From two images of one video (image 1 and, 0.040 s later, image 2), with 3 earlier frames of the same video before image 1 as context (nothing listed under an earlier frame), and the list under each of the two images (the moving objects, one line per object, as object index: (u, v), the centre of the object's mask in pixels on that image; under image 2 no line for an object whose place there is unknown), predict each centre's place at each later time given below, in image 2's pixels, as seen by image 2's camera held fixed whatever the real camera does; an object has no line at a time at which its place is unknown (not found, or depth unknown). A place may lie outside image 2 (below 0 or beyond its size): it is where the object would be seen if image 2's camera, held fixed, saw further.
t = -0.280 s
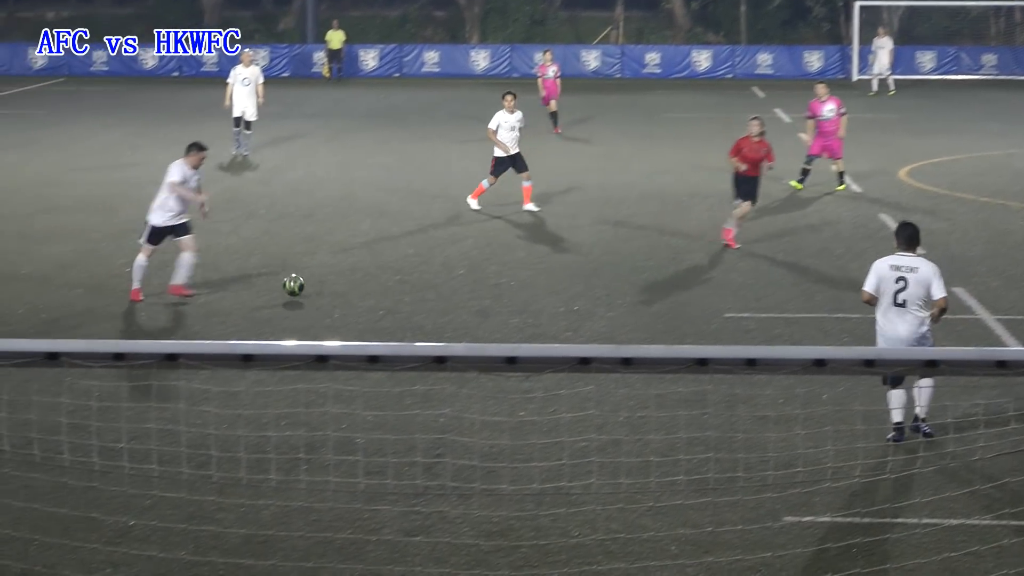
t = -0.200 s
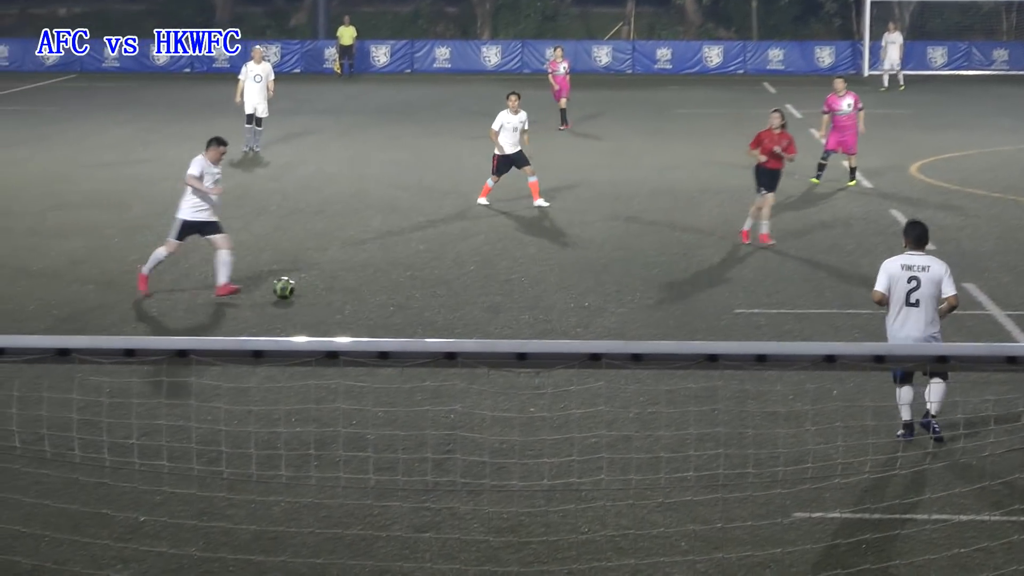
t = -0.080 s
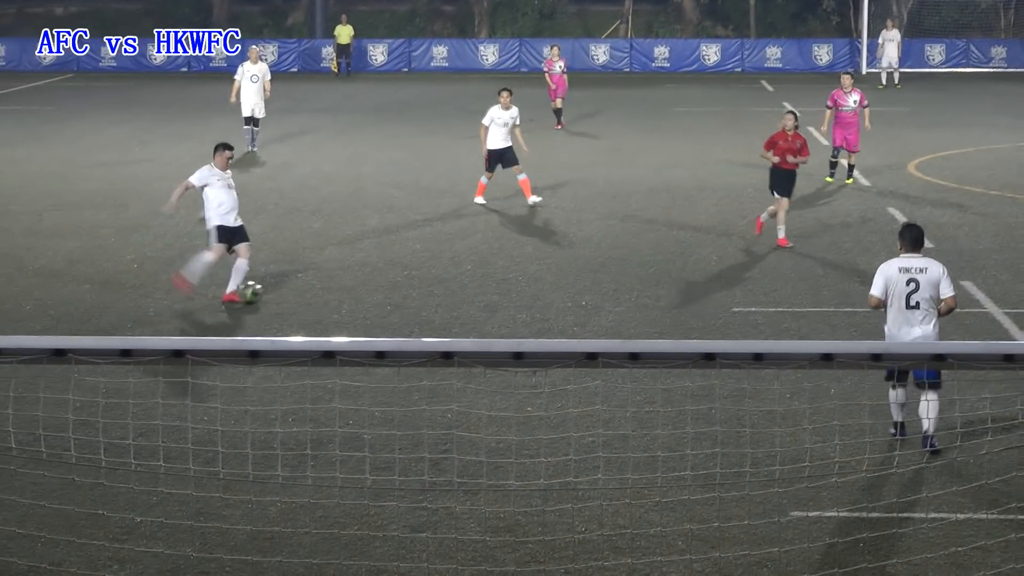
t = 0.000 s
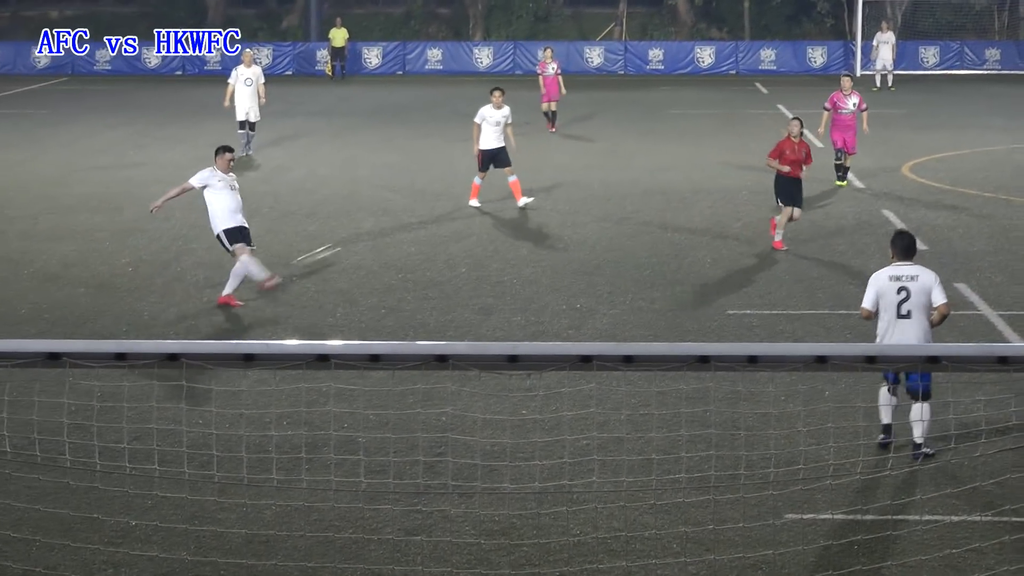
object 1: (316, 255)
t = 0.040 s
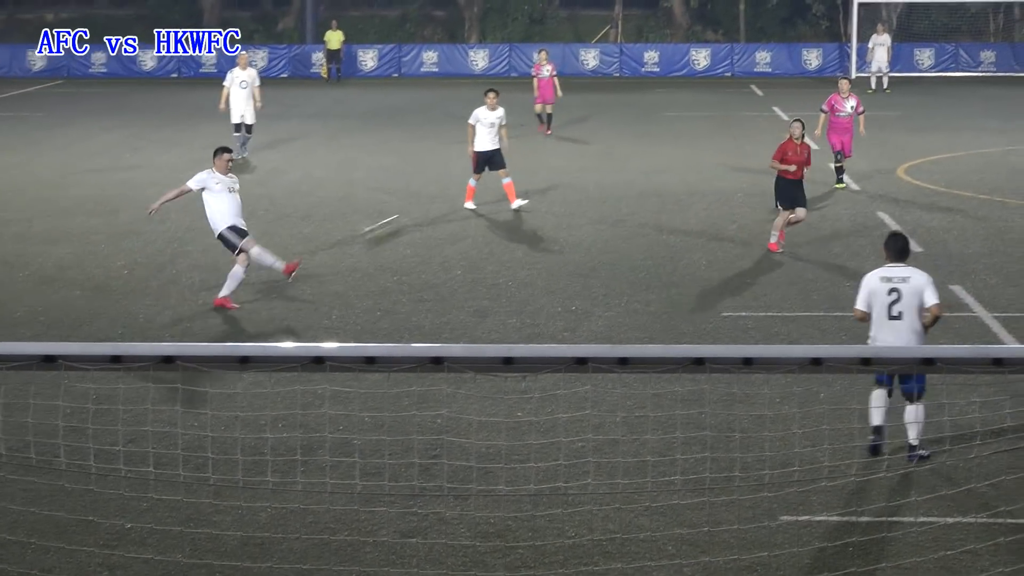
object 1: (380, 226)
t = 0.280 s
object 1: (815, 57)
